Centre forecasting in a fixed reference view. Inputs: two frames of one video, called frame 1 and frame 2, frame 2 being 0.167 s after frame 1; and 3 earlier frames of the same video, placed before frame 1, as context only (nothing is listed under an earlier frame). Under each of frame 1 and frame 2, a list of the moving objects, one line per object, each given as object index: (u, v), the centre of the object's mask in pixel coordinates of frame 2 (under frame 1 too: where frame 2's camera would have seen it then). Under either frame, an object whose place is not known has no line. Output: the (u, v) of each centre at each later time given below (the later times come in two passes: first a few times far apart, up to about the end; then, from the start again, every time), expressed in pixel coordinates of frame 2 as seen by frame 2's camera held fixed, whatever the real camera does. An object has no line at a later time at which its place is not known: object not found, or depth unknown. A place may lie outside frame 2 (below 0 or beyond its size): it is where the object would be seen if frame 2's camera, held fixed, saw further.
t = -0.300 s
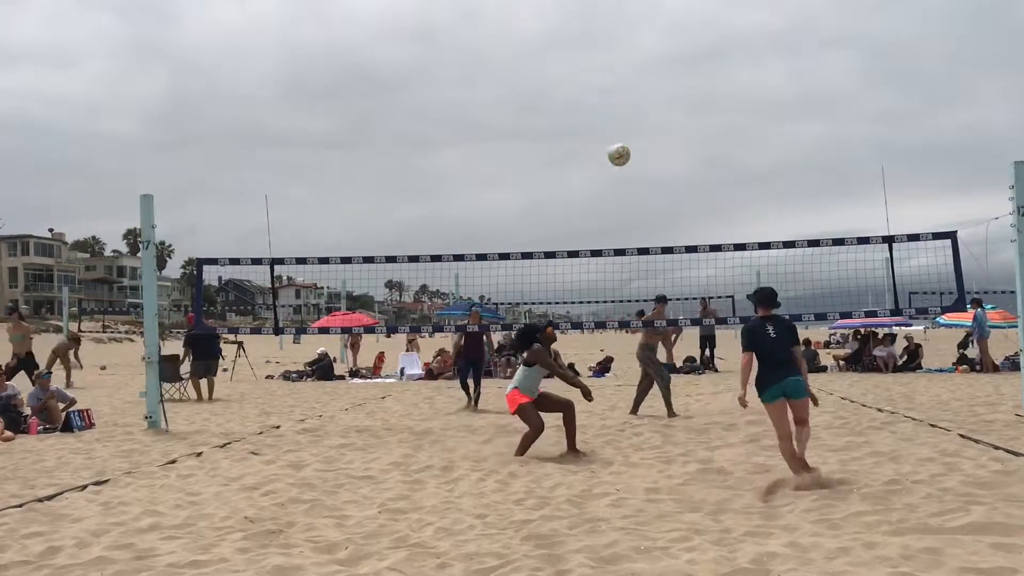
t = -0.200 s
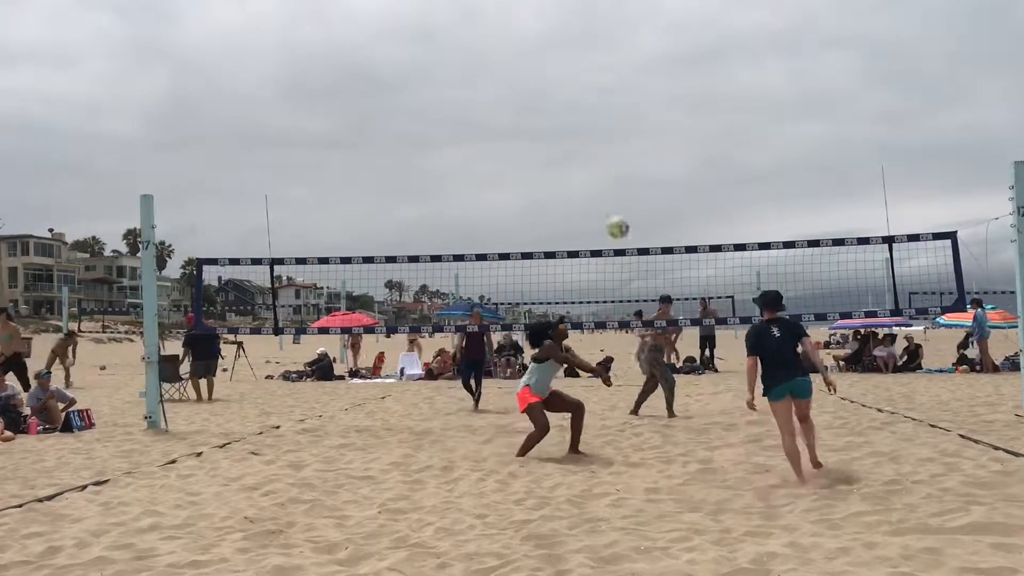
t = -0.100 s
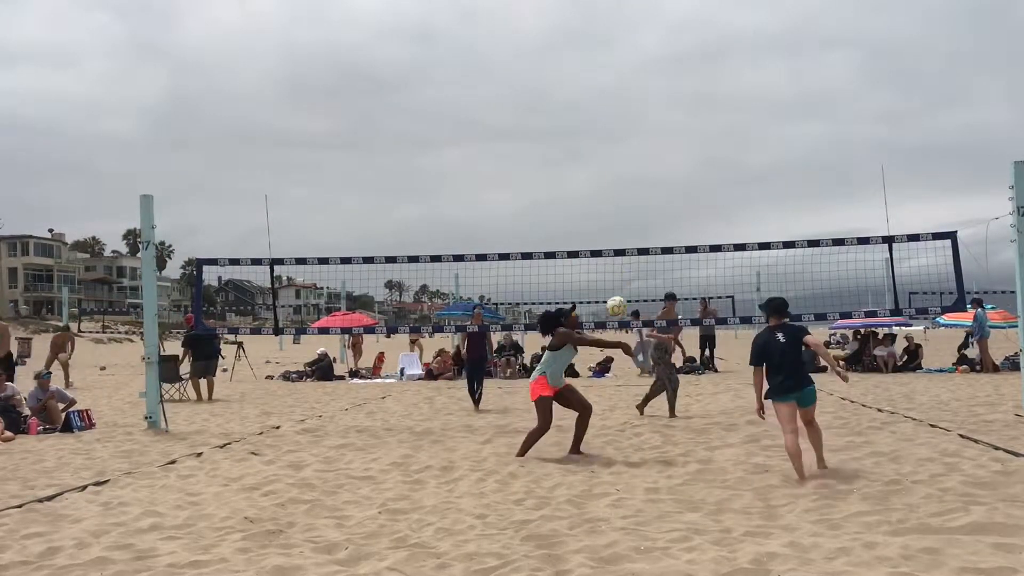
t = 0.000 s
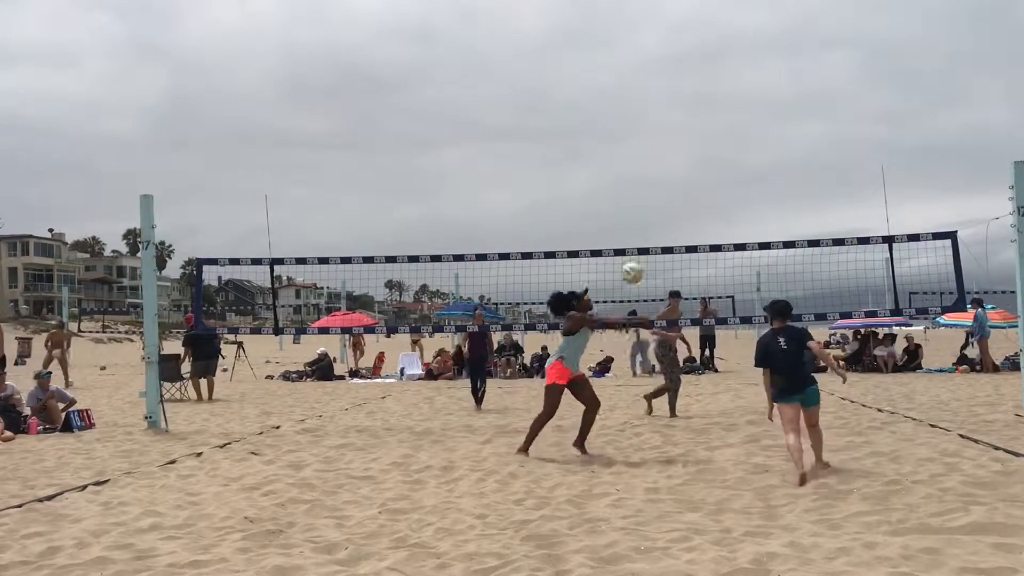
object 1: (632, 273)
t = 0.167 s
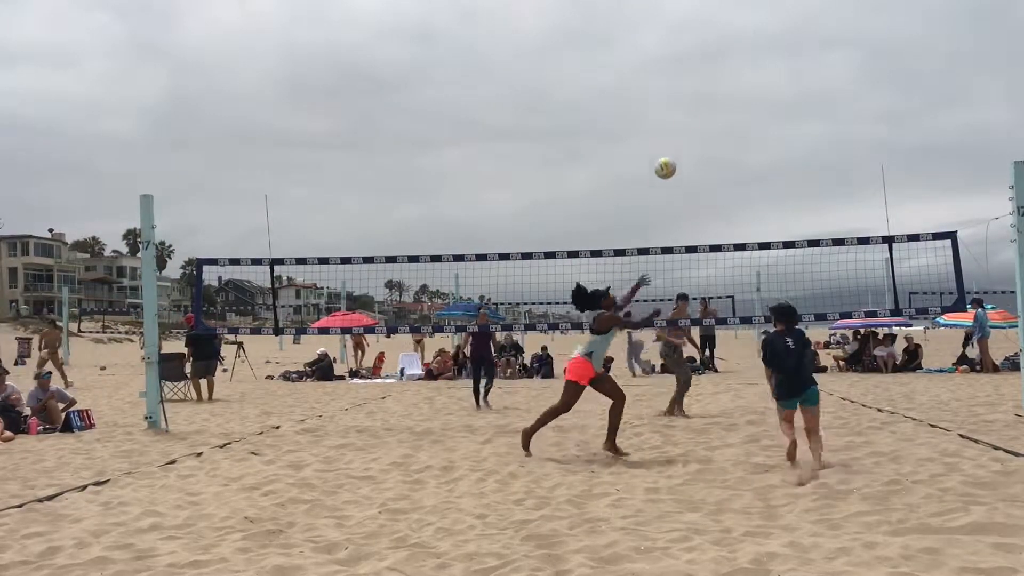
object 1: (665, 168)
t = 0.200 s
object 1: (672, 151)
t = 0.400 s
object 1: (710, 70)
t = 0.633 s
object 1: (754, 27)
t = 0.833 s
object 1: (791, 32)
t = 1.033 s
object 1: (828, 76)
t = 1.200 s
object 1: (858, 142)
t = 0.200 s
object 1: (672, 151)
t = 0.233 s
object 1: (678, 134)
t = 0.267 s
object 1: (685, 119)
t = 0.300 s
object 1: (691, 105)
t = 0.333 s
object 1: (698, 92)
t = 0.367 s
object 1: (704, 81)
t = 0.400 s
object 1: (710, 70)
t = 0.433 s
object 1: (716, 60)
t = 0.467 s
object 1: (722, 52)
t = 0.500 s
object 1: (729, 45)
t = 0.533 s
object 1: (735, 39)
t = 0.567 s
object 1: (741, 34)
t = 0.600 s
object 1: (747, 30)
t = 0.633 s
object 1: (754, 27)
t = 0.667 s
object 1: (759, 25)
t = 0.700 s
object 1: (765, 24)
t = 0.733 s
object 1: (772, 24)
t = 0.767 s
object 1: (778, 25)
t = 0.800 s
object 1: (784, 28)
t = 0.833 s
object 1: (791, 32)
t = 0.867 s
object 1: (797, 36)
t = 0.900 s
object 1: (803, 42)
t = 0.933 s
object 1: (810, 48)
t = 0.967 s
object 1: (816, 56)
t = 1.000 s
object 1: (822, 65)
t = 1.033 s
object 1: (828, 76)
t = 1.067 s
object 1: (834, 87)
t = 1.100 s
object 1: (840, 99)
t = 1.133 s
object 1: (846, 112)
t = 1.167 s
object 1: (852, 127)
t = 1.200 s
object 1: (858, 142)
